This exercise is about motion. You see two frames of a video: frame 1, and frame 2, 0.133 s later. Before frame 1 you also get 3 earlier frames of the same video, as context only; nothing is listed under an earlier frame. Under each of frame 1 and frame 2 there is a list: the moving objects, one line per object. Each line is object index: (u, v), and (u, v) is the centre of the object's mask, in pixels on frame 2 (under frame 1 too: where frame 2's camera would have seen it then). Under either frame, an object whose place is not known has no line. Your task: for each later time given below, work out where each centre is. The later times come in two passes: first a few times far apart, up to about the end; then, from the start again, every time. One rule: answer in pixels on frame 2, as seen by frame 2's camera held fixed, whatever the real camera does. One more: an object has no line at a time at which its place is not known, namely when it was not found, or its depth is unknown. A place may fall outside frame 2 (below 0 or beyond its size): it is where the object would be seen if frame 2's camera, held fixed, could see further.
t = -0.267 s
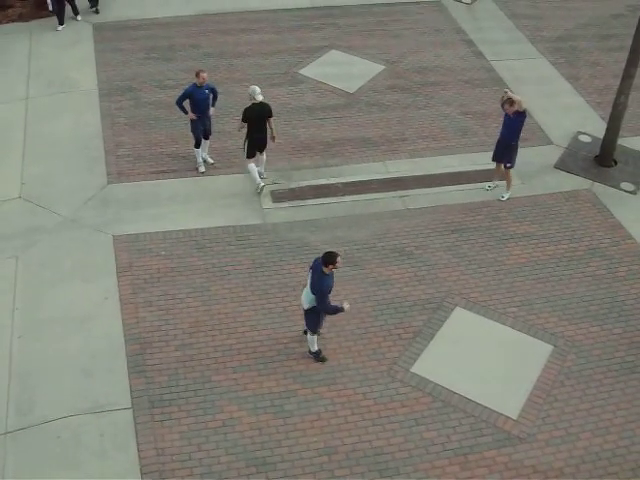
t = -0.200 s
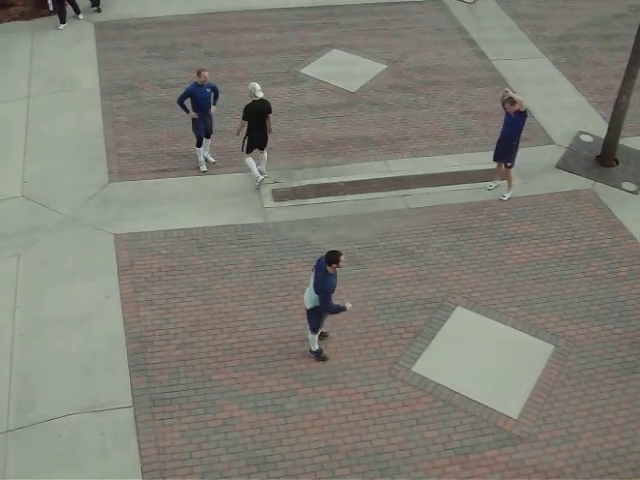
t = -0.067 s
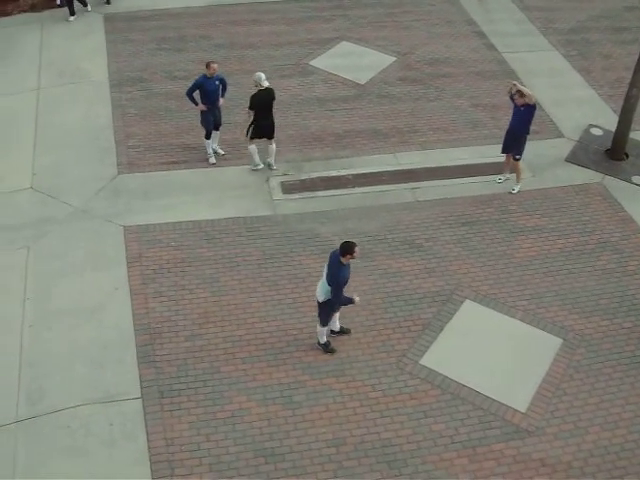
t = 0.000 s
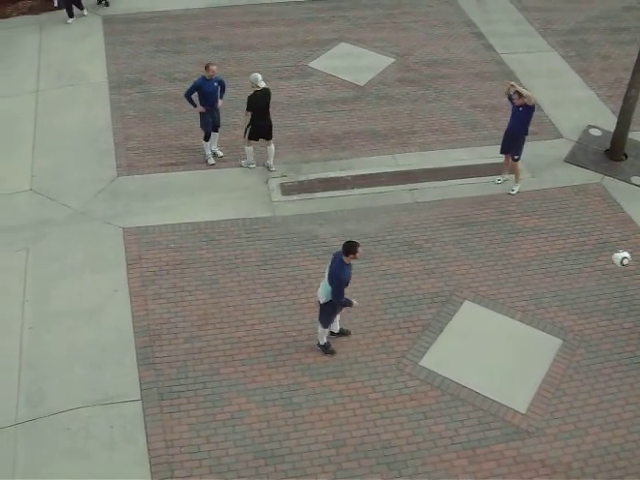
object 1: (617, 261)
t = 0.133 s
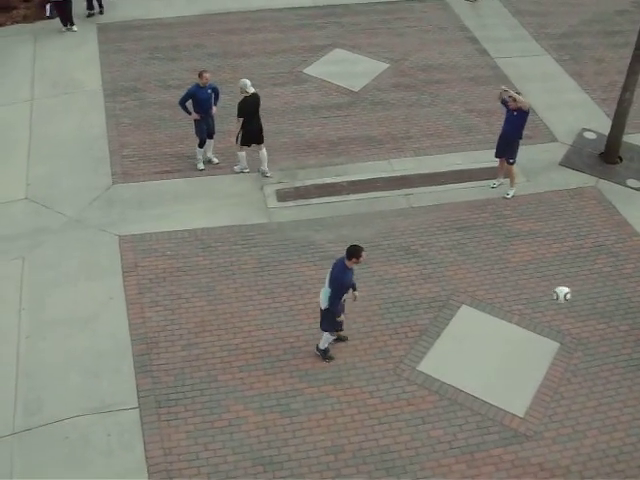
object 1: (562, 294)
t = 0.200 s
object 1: (534, 313)
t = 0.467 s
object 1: (469, 318)
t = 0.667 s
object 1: (435, 301)
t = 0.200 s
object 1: (534, 313)
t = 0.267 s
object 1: (506, 334)
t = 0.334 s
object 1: (487, 341)
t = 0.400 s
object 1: (479, 328)
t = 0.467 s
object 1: (469, 318)
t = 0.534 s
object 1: (459, 310)
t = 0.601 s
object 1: (447, 305)
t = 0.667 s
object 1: (435, 301)
